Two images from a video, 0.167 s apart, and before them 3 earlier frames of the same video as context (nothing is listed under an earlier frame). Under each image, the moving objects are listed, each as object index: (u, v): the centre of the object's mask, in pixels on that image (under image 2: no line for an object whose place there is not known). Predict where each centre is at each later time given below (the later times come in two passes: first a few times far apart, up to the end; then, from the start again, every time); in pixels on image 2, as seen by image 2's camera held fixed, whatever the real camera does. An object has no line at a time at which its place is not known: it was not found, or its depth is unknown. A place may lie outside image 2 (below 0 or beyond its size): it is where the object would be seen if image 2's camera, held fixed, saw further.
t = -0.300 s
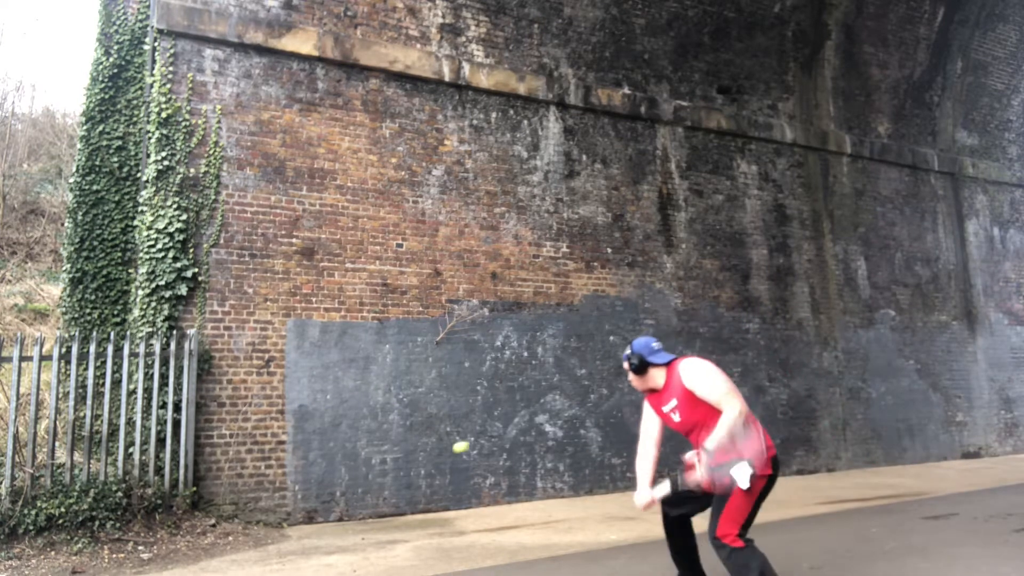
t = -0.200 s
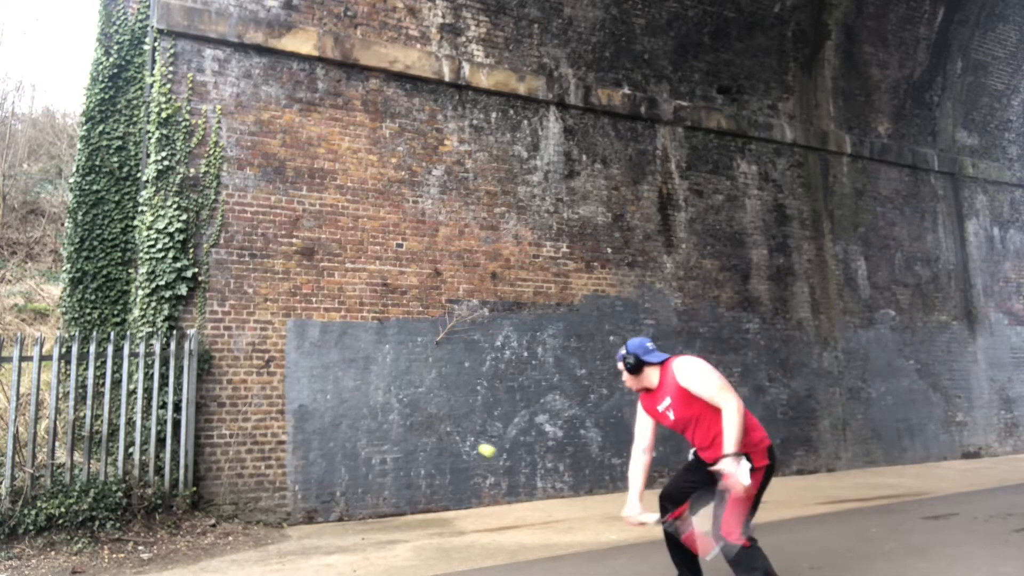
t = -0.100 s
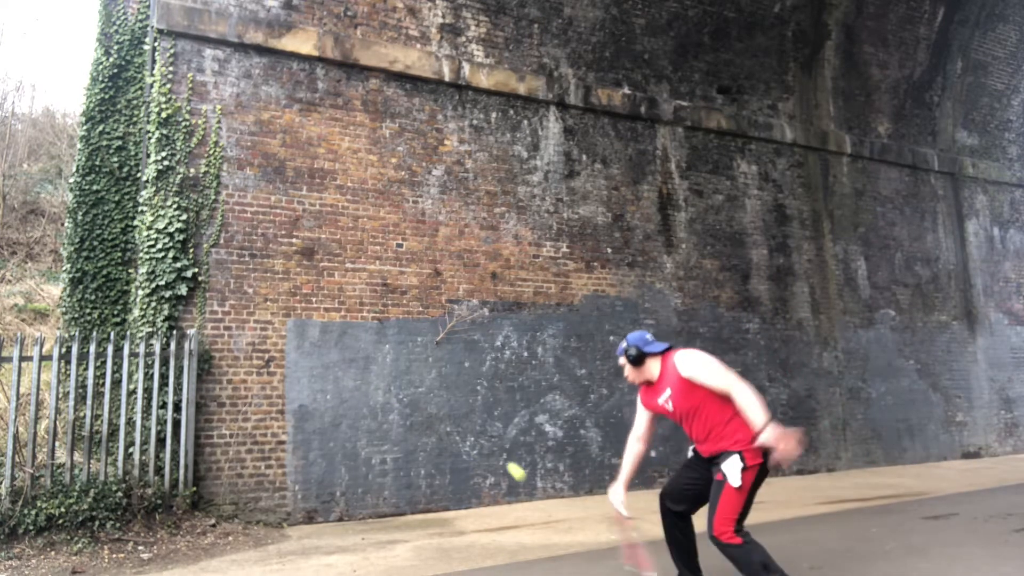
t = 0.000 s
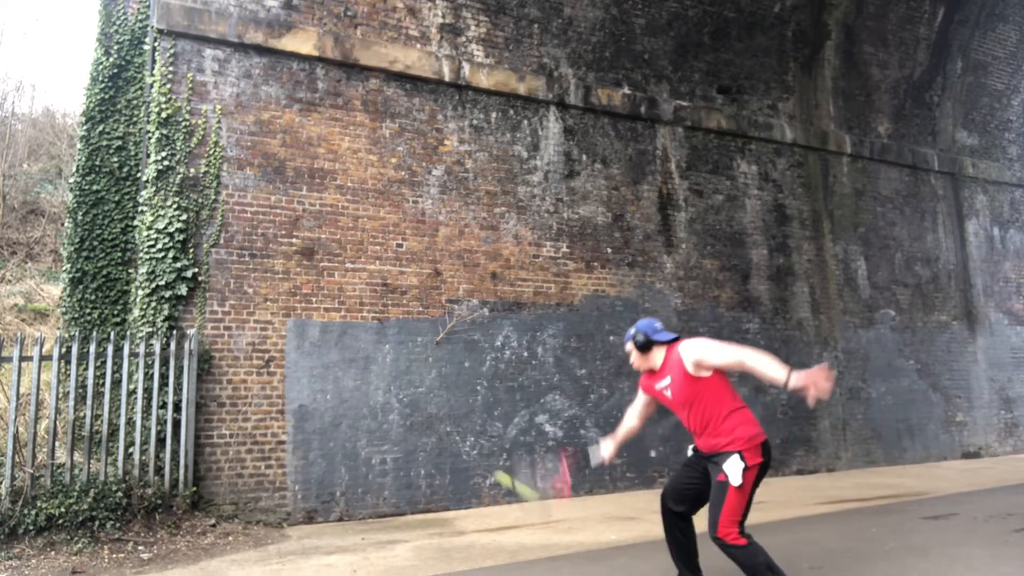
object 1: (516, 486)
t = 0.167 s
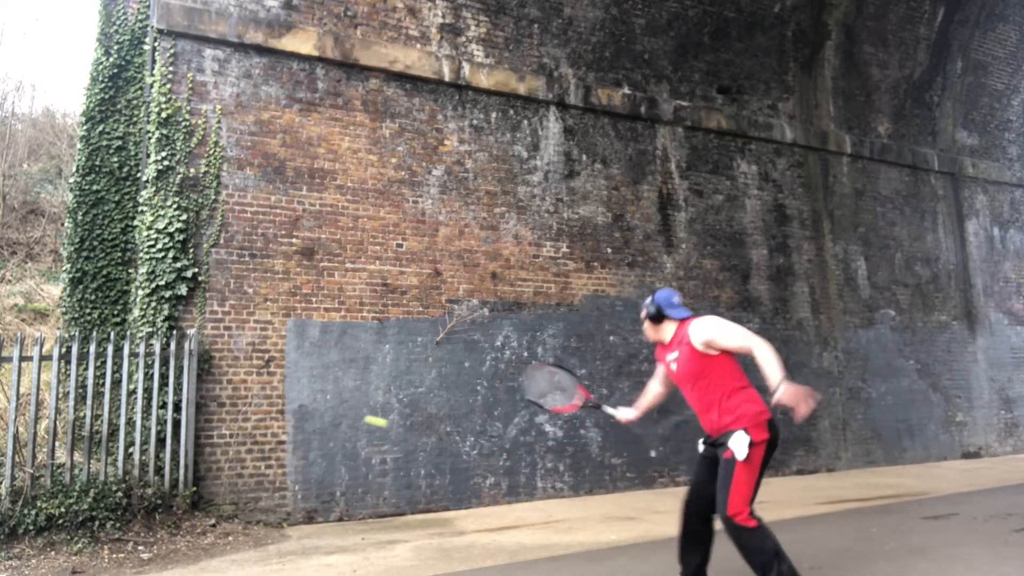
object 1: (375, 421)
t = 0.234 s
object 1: (341, 415)
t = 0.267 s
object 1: (326, 414)
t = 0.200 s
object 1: (357, 417)
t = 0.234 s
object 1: (341, 415)
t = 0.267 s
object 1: (326, 414)
